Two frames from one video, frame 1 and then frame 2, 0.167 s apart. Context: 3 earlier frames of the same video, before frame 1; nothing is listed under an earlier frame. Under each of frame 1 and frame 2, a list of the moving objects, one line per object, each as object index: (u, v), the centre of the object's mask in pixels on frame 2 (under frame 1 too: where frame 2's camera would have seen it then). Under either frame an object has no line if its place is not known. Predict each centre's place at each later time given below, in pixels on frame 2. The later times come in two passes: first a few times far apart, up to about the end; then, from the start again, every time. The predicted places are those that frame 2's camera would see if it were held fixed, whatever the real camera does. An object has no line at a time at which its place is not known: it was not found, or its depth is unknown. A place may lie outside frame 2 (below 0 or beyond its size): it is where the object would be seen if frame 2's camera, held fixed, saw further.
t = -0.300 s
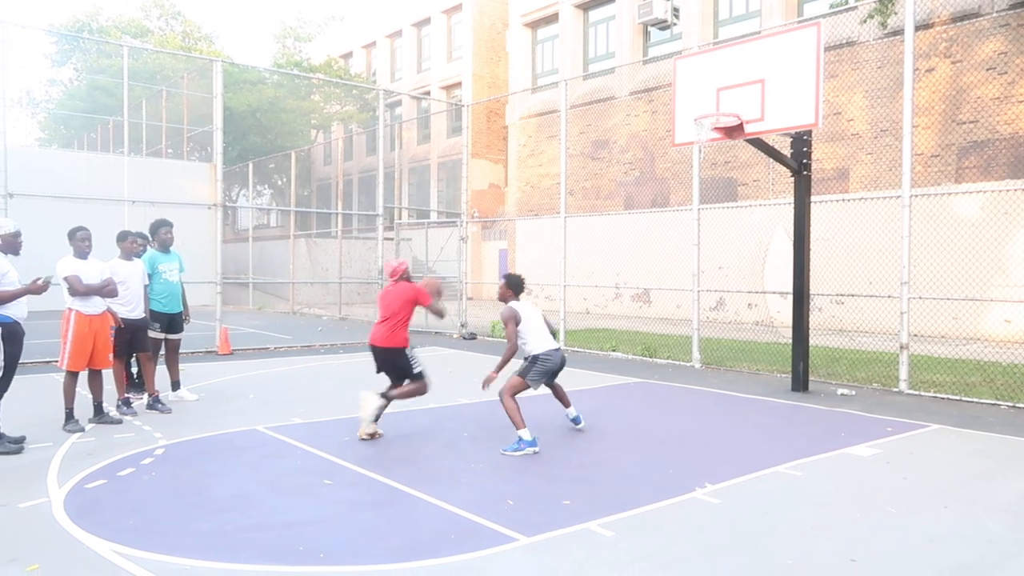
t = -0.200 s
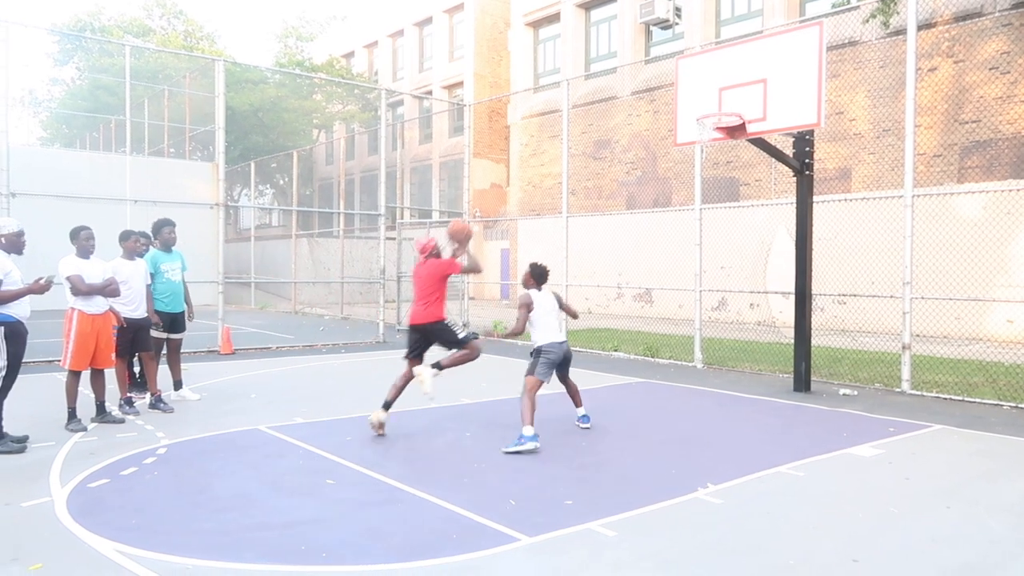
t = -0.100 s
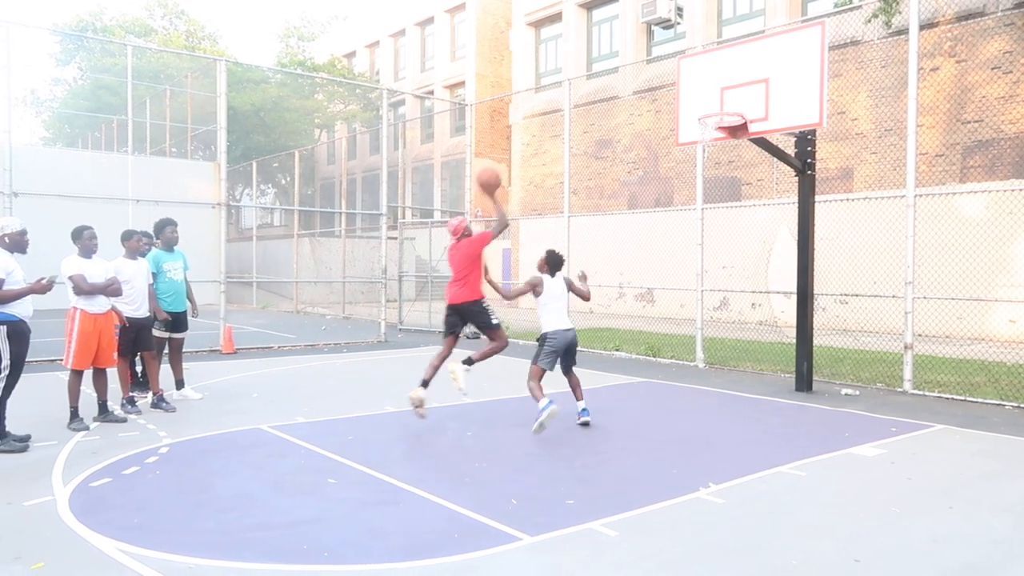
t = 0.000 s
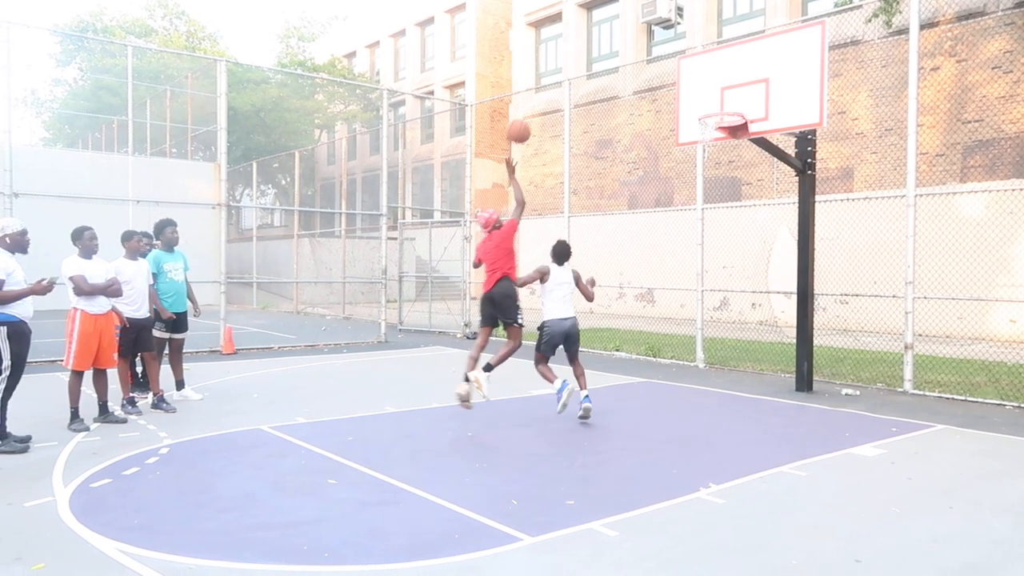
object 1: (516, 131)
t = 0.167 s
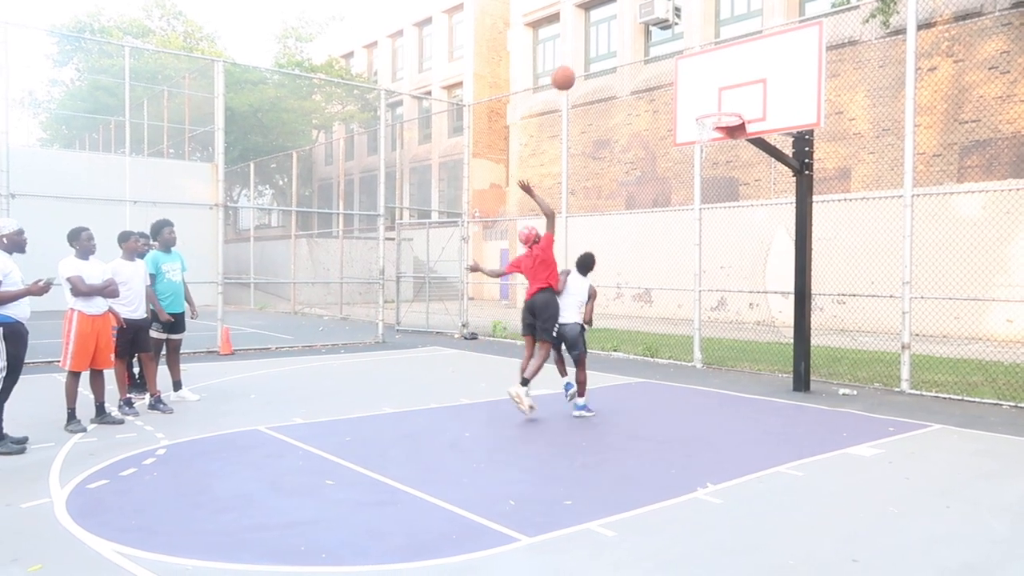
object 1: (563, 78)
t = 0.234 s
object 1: (581, 65)
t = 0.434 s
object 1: (632, 56)
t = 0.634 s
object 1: (678, 86)
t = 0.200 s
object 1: (572, 71)
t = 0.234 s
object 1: (581, 65)
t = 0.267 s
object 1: (589, 61)
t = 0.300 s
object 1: (598, 57)
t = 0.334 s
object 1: (607, 56)
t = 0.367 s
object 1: (615, 55)
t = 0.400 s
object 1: (624, 54)
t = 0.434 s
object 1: (632, 56)
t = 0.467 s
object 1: (640, 58)
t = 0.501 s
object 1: (648, 62)
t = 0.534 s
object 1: (656, 66)
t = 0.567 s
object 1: (664, 72)
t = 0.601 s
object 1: (671, 78)
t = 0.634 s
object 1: (678, 86)
